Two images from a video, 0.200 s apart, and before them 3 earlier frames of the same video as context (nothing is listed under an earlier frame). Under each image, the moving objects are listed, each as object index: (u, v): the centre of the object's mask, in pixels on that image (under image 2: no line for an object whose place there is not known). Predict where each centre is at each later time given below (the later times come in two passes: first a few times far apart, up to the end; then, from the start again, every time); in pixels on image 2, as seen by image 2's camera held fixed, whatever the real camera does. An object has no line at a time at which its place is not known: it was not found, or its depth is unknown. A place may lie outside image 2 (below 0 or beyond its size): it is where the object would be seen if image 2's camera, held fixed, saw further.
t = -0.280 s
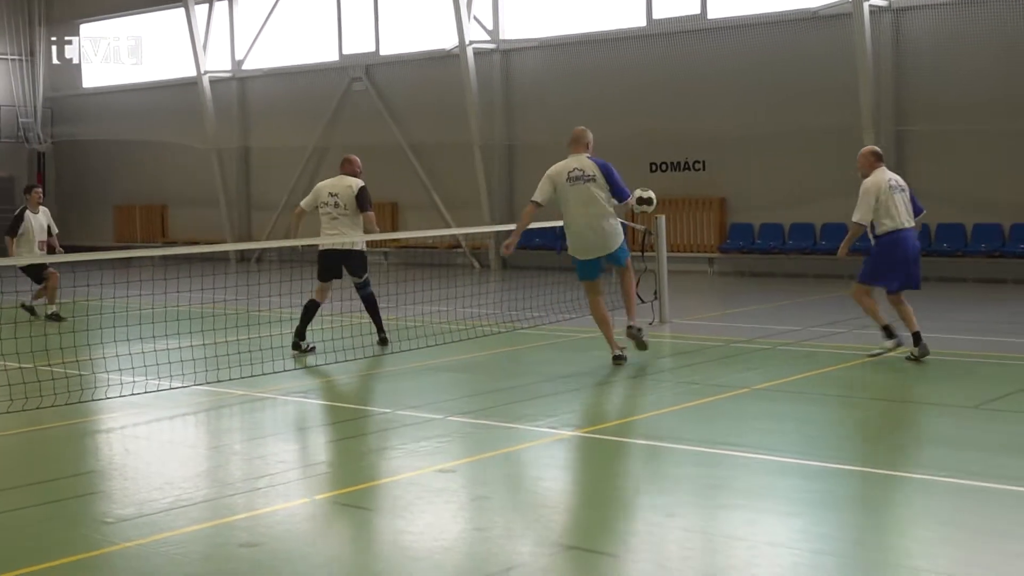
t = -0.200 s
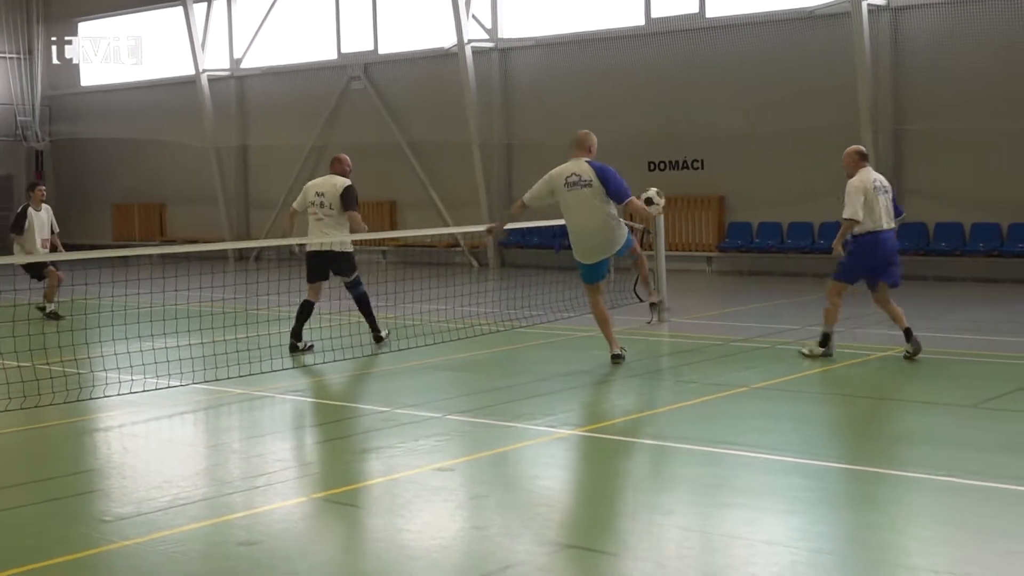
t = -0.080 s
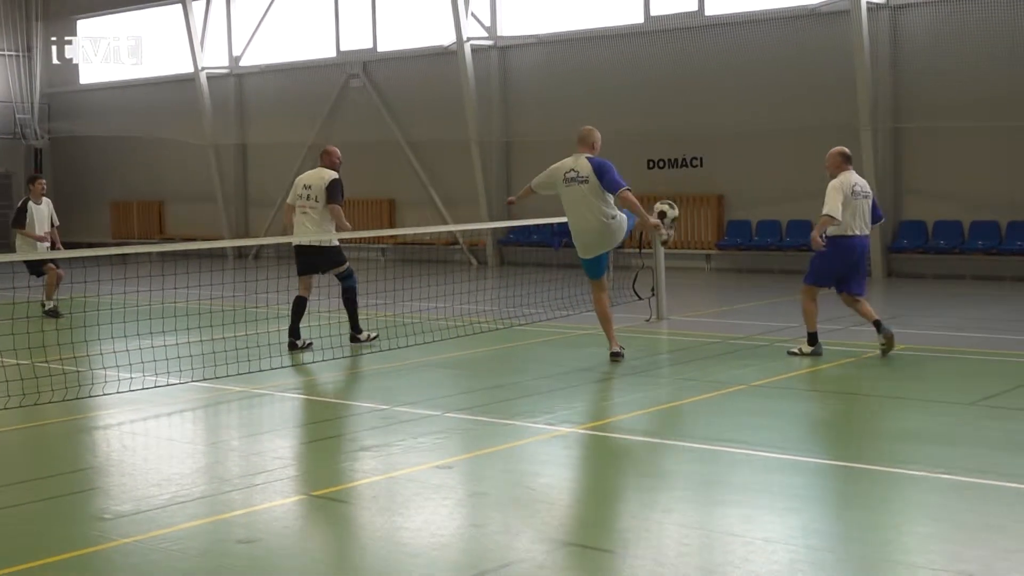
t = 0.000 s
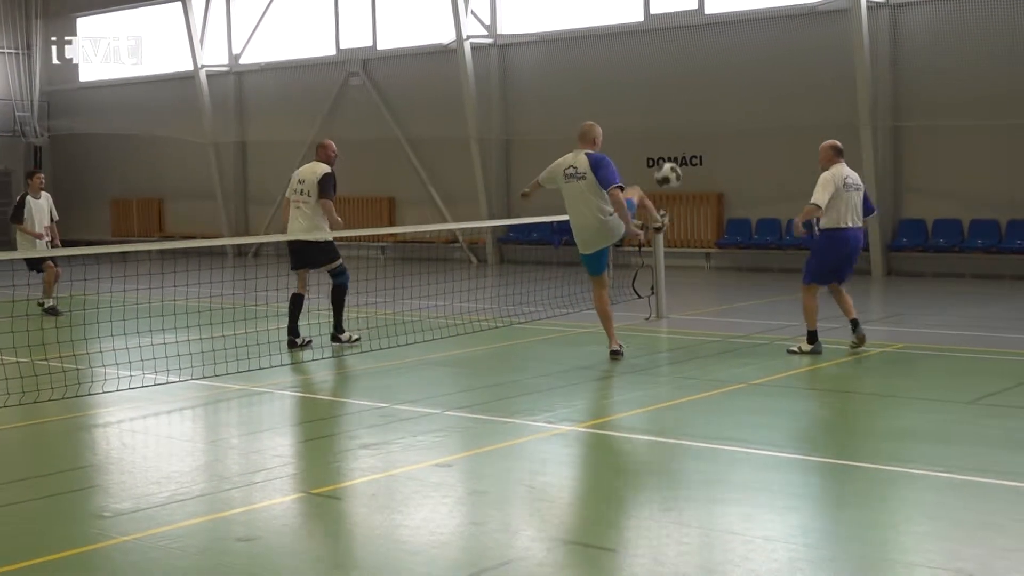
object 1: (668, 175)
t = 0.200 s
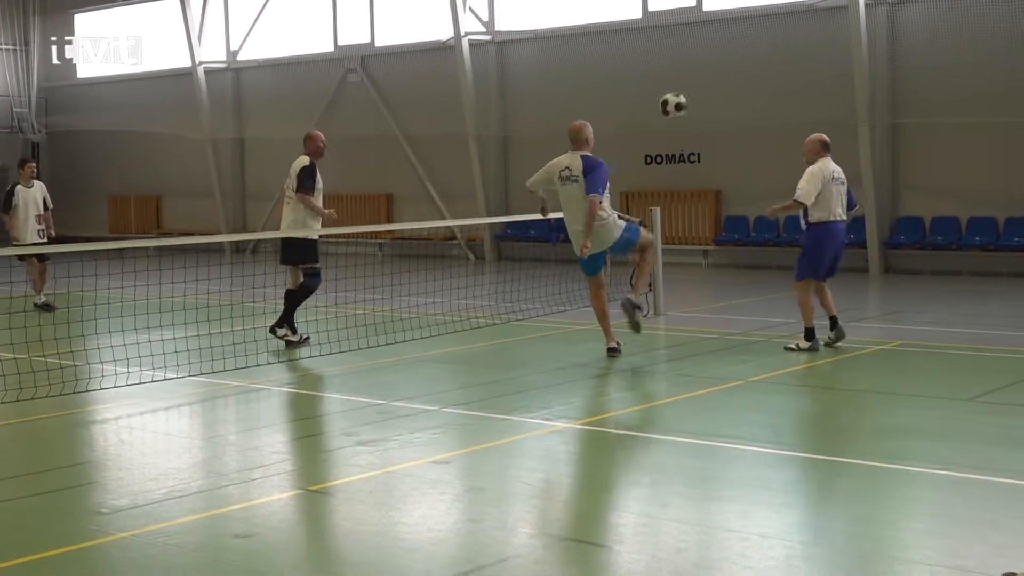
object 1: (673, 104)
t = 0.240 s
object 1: (674, 97)
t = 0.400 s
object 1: (681, 82)
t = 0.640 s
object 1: (691, 121)
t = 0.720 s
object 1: (695, 150)
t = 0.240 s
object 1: (674, 97)
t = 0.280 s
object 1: (676, 90)
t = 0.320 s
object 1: (678, 87)
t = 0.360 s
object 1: (678, 82)
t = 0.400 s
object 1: (681, 82)
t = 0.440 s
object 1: (683, 84)
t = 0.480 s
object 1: (684, 89)
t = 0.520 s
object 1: (686, 94)
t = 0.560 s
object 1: (687, 101)
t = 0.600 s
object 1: (689, 110)
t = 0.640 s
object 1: (691, 121)
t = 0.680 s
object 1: (692, 135)
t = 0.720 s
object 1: (695, 150)
